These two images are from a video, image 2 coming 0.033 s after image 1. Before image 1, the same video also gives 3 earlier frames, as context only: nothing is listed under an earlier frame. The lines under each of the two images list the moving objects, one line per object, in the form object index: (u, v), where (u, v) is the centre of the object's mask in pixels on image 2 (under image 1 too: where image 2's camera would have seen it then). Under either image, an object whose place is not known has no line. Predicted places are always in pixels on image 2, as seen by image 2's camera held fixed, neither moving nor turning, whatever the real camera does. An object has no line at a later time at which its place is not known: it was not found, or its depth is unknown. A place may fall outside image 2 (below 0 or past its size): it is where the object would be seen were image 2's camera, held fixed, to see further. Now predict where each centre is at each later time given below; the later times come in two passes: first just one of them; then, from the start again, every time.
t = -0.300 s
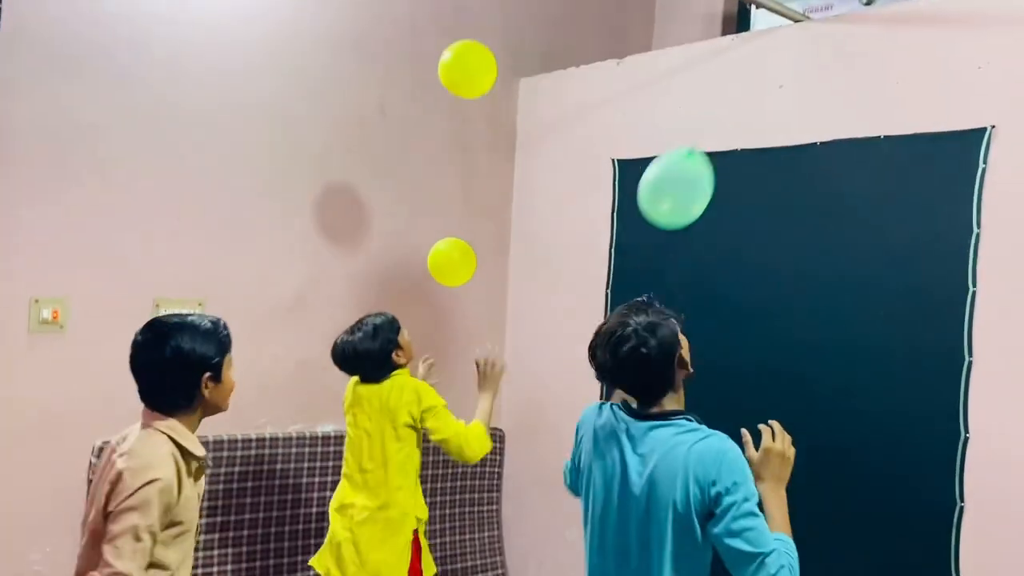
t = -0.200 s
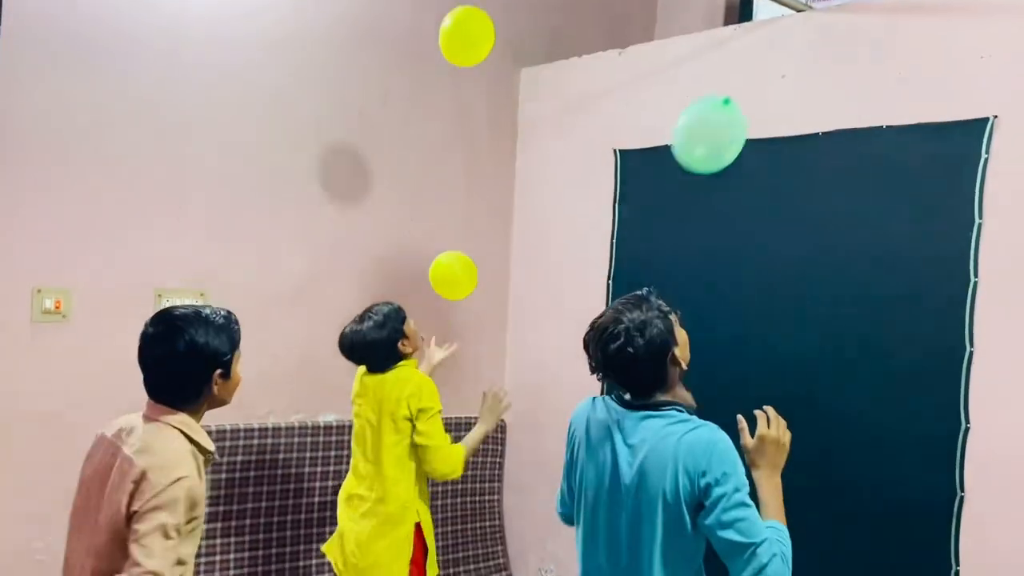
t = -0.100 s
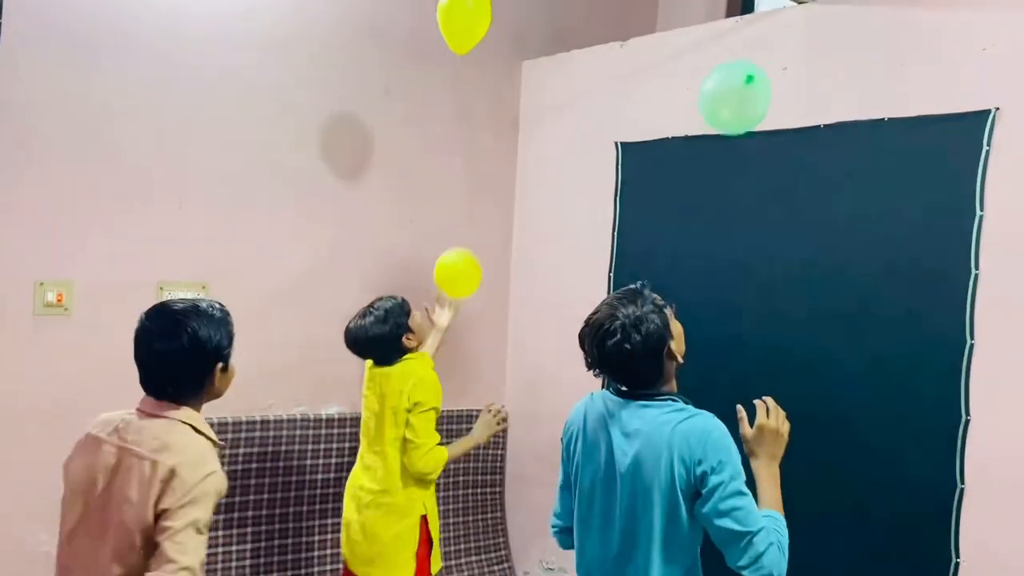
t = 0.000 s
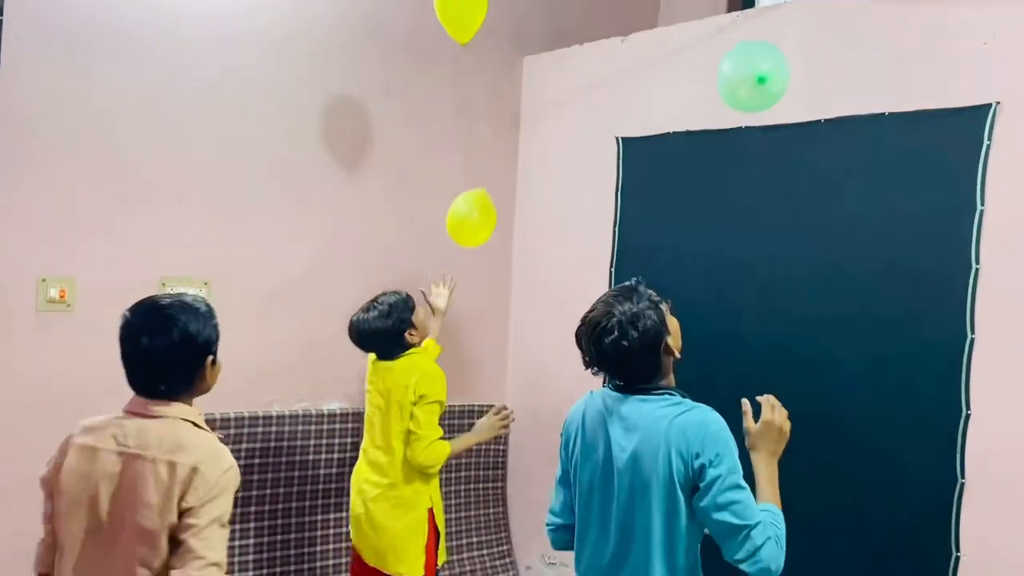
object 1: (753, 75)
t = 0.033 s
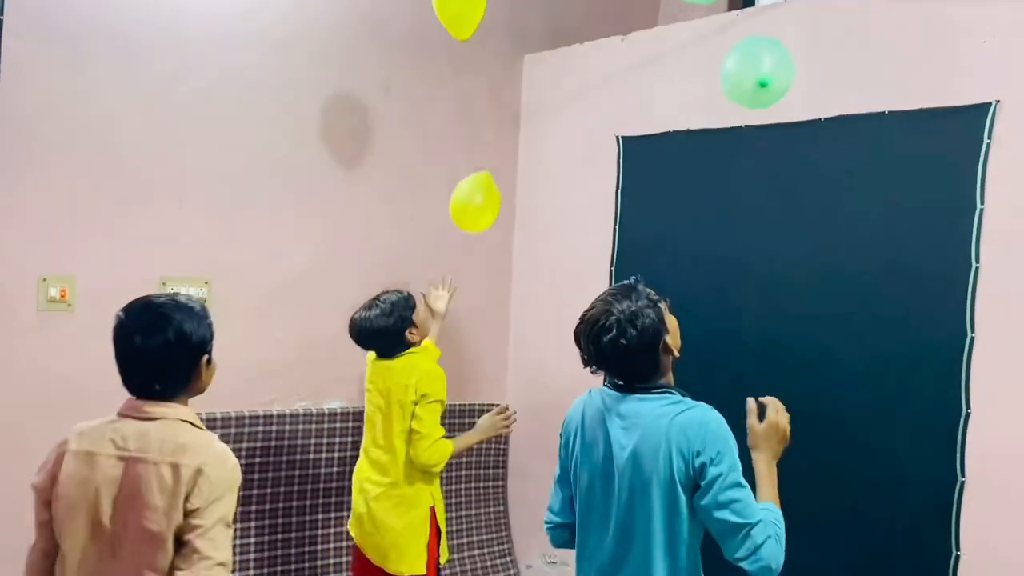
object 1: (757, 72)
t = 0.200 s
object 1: (774, 75)
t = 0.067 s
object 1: (761, 71)
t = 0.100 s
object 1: (764, 70)
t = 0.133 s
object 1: (768, 71)
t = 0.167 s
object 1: (771, 72)
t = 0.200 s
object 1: (774, 75)
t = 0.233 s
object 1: (777, 78)
